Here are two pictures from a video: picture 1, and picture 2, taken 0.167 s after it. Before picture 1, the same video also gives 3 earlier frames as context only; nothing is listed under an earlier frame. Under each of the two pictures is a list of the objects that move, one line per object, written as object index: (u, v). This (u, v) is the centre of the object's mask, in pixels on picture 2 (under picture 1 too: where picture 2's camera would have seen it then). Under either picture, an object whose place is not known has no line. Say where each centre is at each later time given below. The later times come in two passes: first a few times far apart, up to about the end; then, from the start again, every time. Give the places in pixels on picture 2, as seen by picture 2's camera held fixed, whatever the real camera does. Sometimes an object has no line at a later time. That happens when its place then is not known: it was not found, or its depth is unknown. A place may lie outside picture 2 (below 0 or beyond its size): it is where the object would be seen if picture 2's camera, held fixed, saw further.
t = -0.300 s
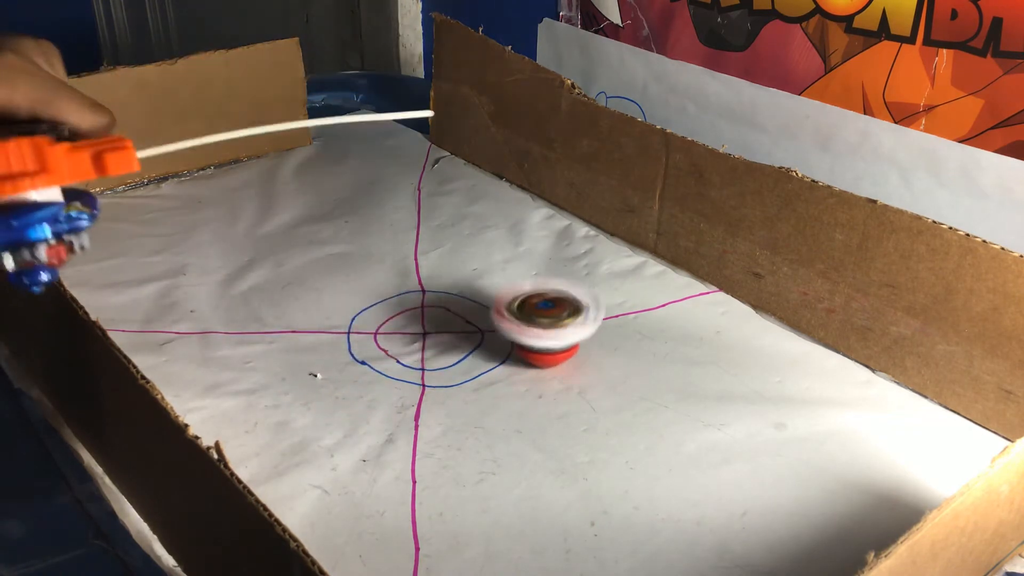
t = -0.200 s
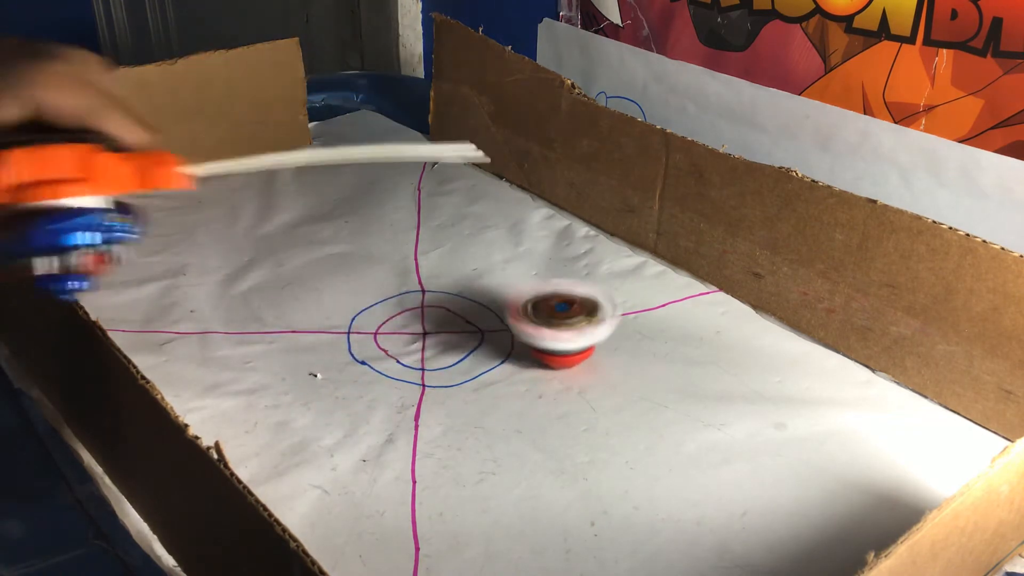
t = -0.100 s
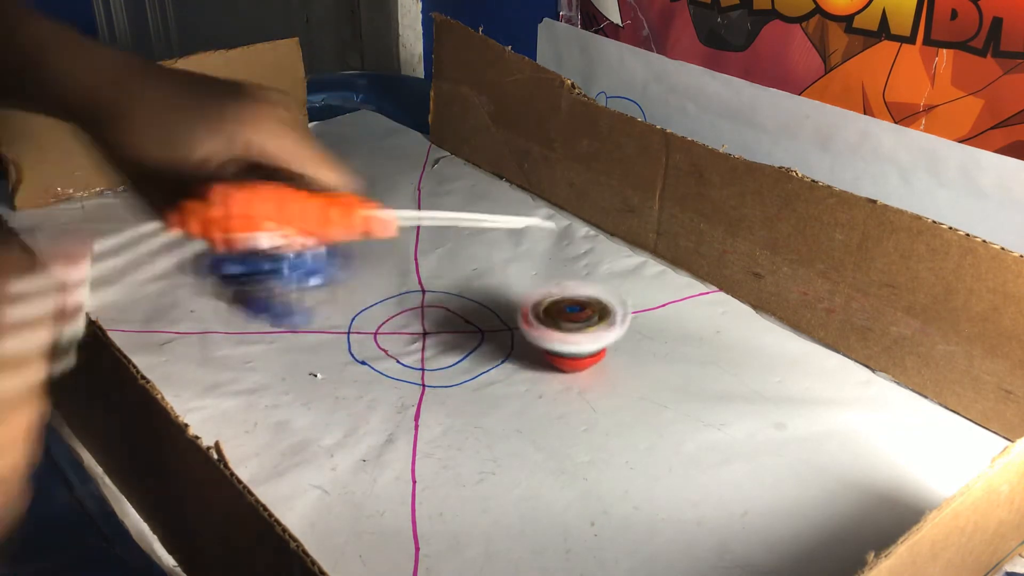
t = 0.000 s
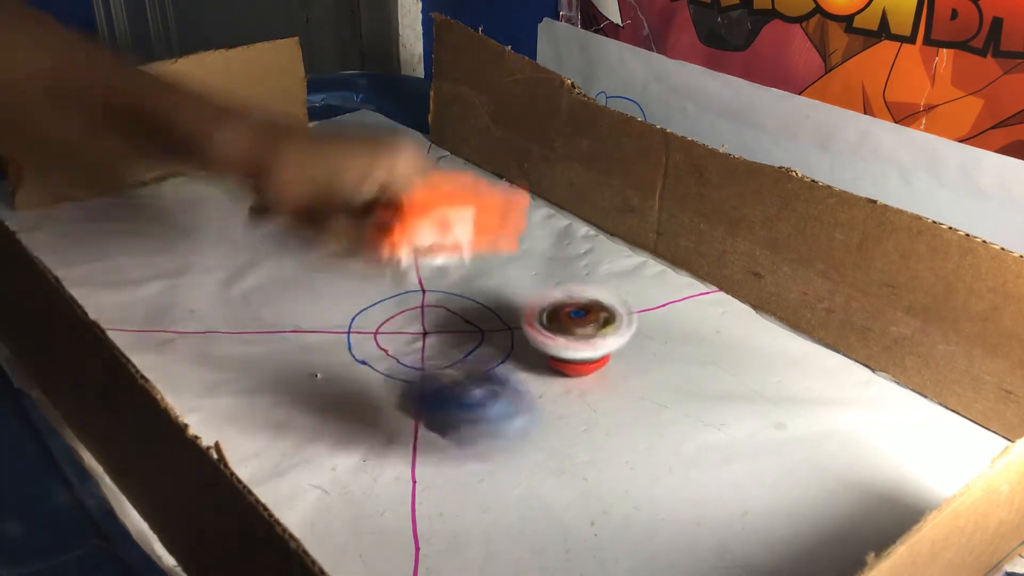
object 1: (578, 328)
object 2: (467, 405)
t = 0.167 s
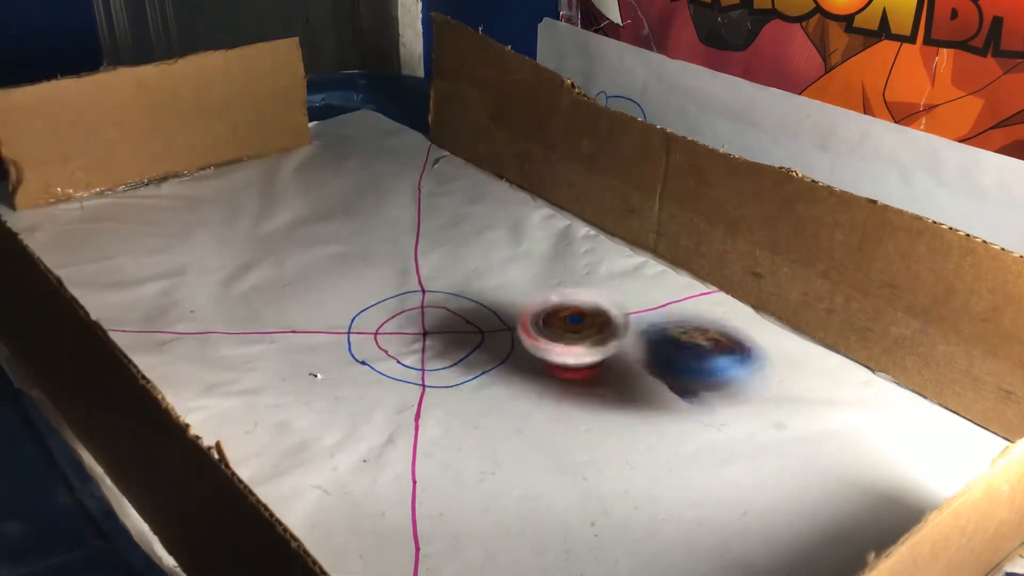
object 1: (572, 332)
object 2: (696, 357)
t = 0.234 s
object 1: (567, 331)
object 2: (757, 334)
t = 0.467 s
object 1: (536, 328)
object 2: (669, 301)
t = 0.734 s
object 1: (489, 317)
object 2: (459, 240)
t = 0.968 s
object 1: (454, 308)
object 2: (308, 201)
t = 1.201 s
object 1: (431, 305)
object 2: (198, 160)
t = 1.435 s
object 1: (415, 308)
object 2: (127, 187)
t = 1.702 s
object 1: (399, 311)
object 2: (101, 223)
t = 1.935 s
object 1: (399, 310)
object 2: (117, 262)
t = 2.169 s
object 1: (420, 310)
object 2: (203, 314)
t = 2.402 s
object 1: (451, 313)
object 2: (364, 364)
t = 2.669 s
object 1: (519, 293)
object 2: (547, 380)
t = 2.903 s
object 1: (562, 279)
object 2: (666, 352)
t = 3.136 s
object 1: (580, 273)
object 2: (735, 322)
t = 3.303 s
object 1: (567, 273)
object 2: (755, 309)
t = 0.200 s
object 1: (570, 333)
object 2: (732, 369)
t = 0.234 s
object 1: (567, 331)
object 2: (757, 334)
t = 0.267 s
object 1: (563, 331)
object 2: (772, 318)
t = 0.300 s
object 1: (559, 331)
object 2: (785, 321)
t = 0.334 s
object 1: (553, 333)
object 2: (792, 324)
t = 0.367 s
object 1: (550, 331)
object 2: (767, 308)
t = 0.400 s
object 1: (546, 331)
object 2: (734, 308)
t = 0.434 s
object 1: (542, 330)
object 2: (700, 314)
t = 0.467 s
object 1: (536, 328)
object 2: (669, 301)
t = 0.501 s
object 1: (530, 327)
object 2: (640, 301)
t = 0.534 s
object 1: (523, 326)
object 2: (613, 292)
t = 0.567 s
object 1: (515, 324)
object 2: (591, 283)
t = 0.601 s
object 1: (510, 321)
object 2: (566, 270)
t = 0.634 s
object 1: (505, 320)
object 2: (539, 262)
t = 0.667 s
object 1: (501, 318)
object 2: (511, 252)
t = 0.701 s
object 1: (495, 318)
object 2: (483, 247)
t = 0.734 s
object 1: (489, 317)
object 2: (459, 240)
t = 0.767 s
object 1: (482, 317)
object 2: (435, 235)
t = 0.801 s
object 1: (476, 316)
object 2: (407, 229)
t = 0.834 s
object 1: (470, 314)
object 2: (384, 225)
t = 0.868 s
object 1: (465, 312)
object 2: (362, 218)
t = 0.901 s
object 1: (461, 311)
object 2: (342, 213)
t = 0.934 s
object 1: (458, 309)
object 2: (323, 207)
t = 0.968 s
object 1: (454, 308)
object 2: (308, 201)
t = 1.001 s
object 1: (451, 307)
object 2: (293, 194)
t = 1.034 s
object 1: (447, 306)
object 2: (277, 187)
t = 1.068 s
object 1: (444, 305)
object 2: (261, 180)
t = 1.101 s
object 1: (439, 306)
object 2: (244, 173)
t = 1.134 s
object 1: (436, 306)
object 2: (226, 168)
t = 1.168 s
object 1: (433, 306)
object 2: (210, 164)
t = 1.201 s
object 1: (431, 305)
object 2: (198, 160)
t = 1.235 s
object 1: (428, 306)
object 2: (185, 162)
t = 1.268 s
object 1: (425, 306)
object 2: (173, 167)
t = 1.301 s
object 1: (424, 306)
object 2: (161, 171)
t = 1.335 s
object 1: (421, 306)
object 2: (151, 177)
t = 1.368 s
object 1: (418, 307)
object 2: (143, 180)
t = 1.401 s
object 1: (417, 307)
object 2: (134, 184)
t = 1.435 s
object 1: (415, 308)
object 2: (127, 187)
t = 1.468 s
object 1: (413, 309)
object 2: (121, 191)
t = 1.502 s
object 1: (410, 309)
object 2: (116, 196)
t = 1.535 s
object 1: (408, 310)
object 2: (111, 200)
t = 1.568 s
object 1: (406, 311)
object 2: (107, 205)
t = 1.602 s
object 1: (404, 311)
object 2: (104, 209)
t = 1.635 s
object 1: (402, 311)
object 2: (101, 213)
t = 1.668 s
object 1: (401, 311)
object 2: (100, 218)
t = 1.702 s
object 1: (399, 311)
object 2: (101, 223)
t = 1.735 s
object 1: (397, 312)
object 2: (101, 227)
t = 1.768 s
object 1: (395, 312)
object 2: (100, 231)
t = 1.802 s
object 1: (393, 312)
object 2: (102, 236)
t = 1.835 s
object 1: (392, 311)
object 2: (104, 243)
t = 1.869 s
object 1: (392, 310)
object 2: (107, 249)
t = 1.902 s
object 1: (395, 310)
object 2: (113, 256)
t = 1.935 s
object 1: (399, 310)
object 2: (117, 262)
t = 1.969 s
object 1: (402, 310)
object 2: (124, 270)
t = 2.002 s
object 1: (405, 310)
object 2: (131, 279)
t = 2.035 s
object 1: (408, 310)
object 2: (141, 287)
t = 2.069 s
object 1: (411, 310)
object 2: (153, 294)
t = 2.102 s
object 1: (414, 310)
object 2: (168, 301)
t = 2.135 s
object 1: (417, 310)
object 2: (185, 307)
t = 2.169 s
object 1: (420, 310)
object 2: (203, 314)
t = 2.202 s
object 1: (424, 311)
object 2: (223, 322)
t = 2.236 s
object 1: (429, 310)
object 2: (246, 331)
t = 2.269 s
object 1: (435, 309)
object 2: (268, 340)
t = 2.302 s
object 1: (439, 310)
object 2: (290, 348)
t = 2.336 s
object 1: (442, 310)
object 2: (314, 354)
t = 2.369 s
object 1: (447, 312)
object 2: (337, 360)
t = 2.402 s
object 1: (451, 313)
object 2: (364, 364)
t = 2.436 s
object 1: (458, 310)
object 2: (388, 369)
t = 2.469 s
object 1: (464, 309)
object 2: (411, 371)
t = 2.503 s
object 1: (472, 308)
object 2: (434, 376)
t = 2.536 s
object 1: (481, 305)
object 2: (456, 379)
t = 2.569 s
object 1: (492, 302)
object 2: (478, 379)
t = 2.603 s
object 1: (502, 300)
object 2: (502, 383)
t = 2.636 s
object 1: (511, 297)
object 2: (527, 382)
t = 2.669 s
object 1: (519, 293)
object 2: (547, 380)
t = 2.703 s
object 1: (526, 292)
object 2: (566, 376)
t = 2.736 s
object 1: (534, 287)
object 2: (585, 373)
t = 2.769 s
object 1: (542, 286)
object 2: (603, 369)
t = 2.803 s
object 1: (547, 284)
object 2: (620, 366)
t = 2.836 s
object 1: (554, 282)
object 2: (637, 361)
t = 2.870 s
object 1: (559, 280)
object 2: (652, 356)
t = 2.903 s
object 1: (562, 279)
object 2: (666, 352)
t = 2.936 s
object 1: (567, 277)
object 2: (679, 347)
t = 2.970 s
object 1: (571, 276)
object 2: (692, 342)
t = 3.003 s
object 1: (574, 275)
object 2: (701, 337)
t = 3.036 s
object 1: (577, 275)
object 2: (708, 332)
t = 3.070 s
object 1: (578, 274)
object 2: (718, 329)
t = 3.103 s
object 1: (580, 273)
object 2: (726, 325)
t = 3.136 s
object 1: (580, 273)
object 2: (735, 322)
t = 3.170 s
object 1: (579, 272)
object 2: (742, 318)
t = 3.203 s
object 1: (577, 274)
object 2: (750, 315)
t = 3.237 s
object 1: (574, 273)
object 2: (758, 312)
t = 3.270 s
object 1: (570, 272)
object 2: (761, 310)
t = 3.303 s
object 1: (567, 273)
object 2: (755, 309)
